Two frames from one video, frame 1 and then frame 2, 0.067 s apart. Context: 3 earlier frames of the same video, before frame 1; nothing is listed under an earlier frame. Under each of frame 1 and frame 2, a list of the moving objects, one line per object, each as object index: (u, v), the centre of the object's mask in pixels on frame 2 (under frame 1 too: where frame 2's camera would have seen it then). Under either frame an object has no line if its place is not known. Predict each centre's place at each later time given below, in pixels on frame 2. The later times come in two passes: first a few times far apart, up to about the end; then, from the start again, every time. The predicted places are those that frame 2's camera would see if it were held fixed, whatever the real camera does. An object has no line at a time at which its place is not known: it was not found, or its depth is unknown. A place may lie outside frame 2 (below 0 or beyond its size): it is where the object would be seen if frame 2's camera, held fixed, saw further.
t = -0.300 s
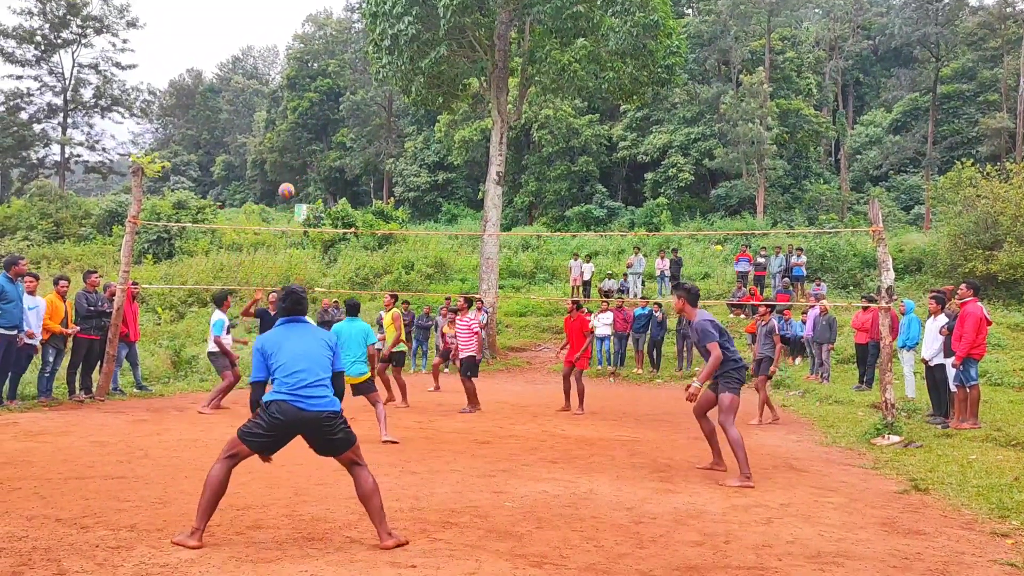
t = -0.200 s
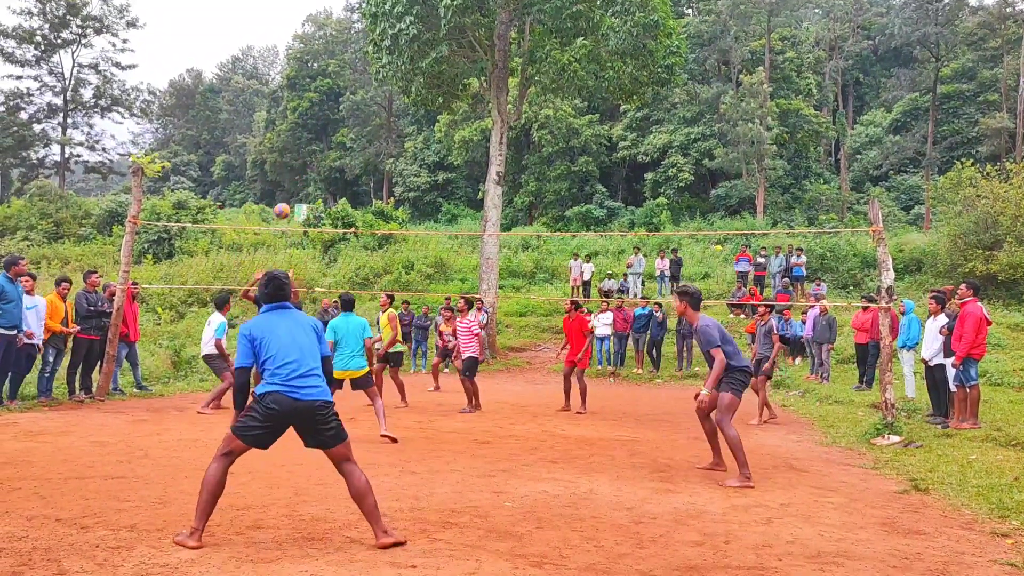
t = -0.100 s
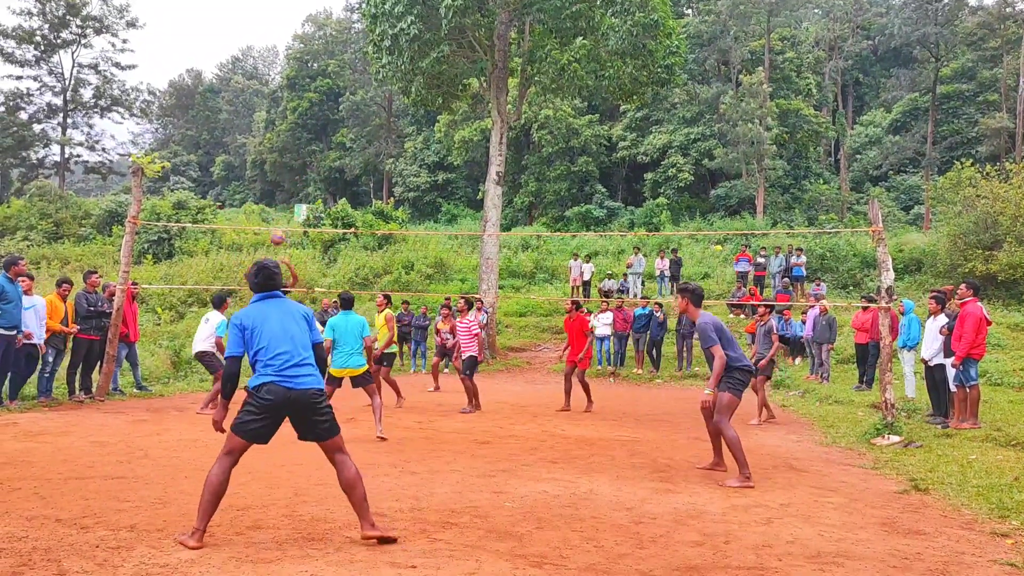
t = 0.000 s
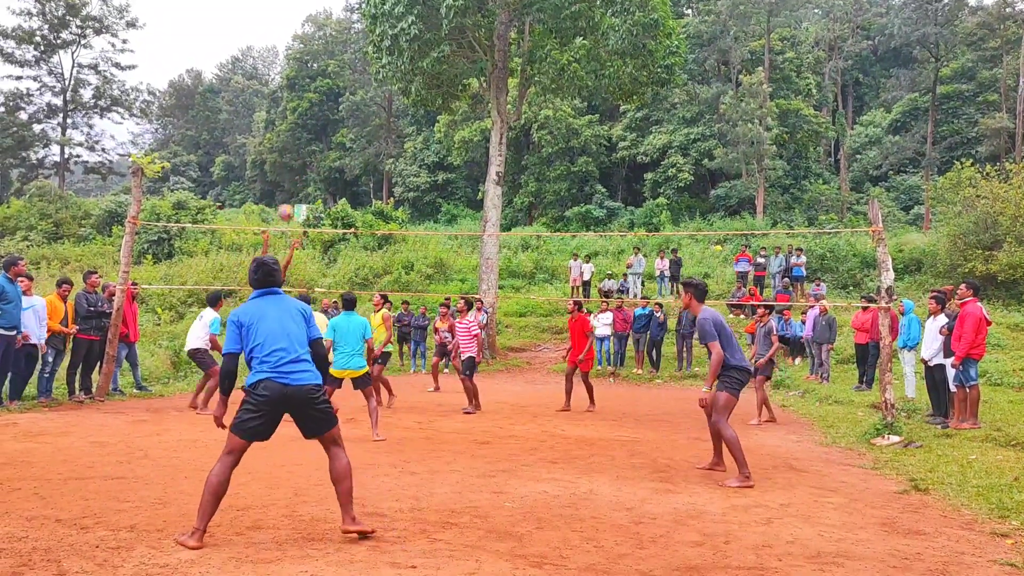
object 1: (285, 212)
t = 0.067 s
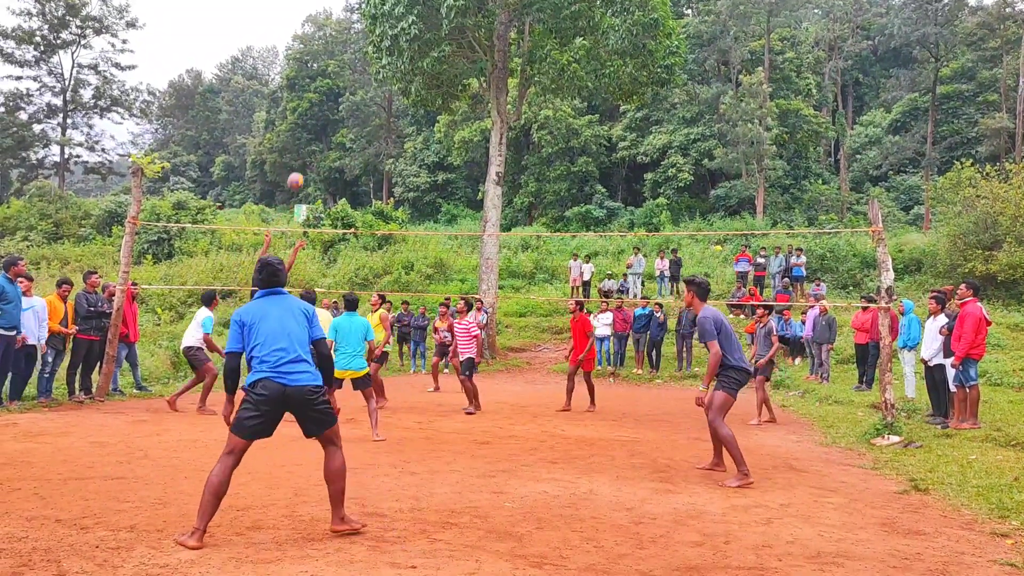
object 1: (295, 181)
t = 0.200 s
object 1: (316, 126)
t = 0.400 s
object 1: (347, 66)
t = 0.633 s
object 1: (382, 29)
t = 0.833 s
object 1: (411, 29)
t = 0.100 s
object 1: (301, 166)
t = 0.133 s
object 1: (306, 152)
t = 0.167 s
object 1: (311, 138)
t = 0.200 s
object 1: (316, 126)
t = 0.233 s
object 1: (321, 114)
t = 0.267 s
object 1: (327, 102)
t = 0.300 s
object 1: (332, 93)
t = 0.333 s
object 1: (337, 82)
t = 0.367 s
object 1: (342, 74)
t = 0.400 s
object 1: (347, 66)
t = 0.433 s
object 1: (352, 59)
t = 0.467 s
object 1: (357, 51)
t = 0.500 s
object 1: (362, 45)
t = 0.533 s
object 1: (367, 40)
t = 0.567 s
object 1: (372, 36)
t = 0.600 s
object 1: (376, 32)
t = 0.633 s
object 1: (382, 29)
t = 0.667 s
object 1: (386, 27)
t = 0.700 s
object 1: (392, 26)
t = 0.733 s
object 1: (396, 25)
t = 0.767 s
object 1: (401, 25)
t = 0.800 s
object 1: (406, 27)
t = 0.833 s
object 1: (411, 29)
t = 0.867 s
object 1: (417, 32)
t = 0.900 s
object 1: (421, 35)
